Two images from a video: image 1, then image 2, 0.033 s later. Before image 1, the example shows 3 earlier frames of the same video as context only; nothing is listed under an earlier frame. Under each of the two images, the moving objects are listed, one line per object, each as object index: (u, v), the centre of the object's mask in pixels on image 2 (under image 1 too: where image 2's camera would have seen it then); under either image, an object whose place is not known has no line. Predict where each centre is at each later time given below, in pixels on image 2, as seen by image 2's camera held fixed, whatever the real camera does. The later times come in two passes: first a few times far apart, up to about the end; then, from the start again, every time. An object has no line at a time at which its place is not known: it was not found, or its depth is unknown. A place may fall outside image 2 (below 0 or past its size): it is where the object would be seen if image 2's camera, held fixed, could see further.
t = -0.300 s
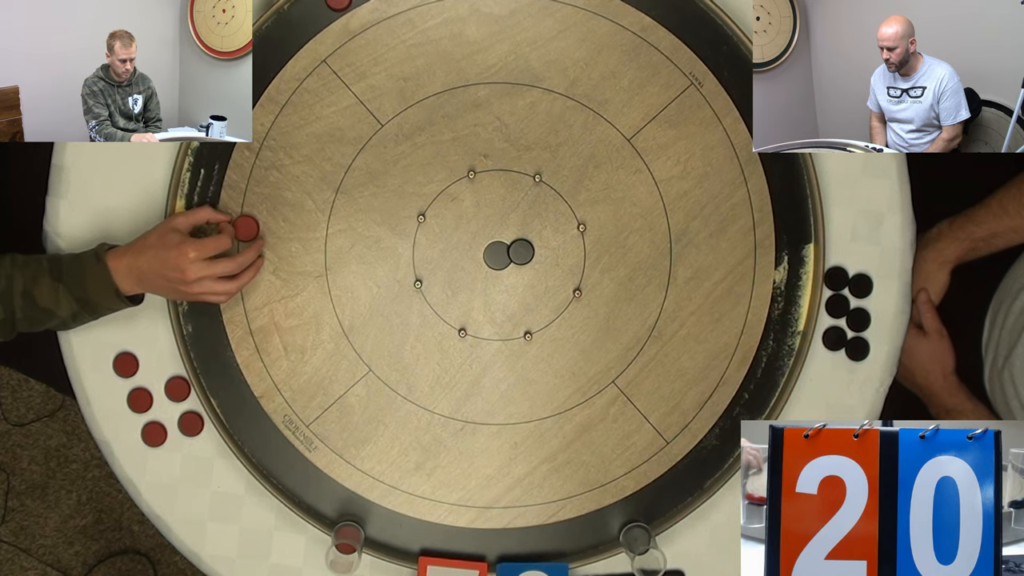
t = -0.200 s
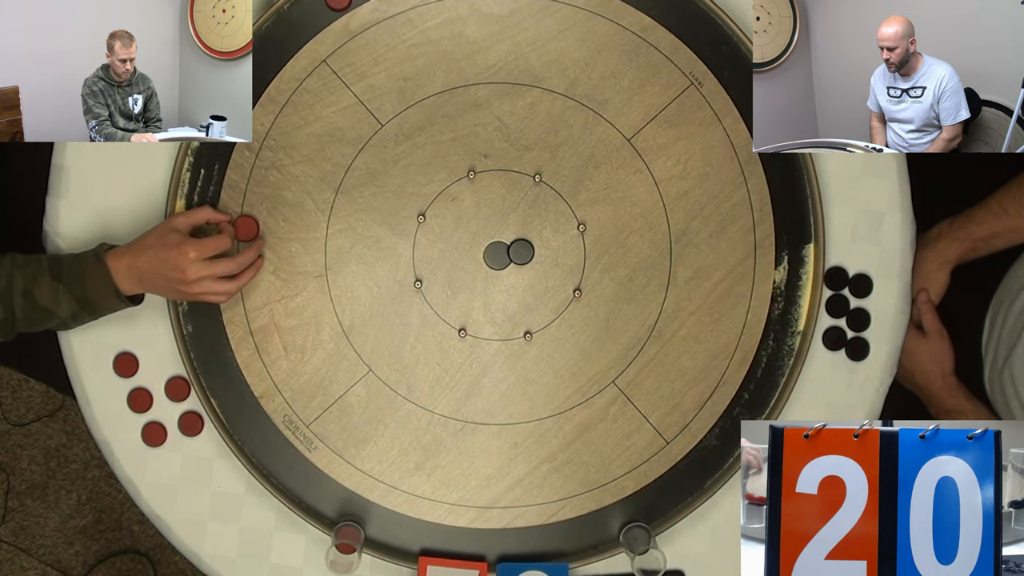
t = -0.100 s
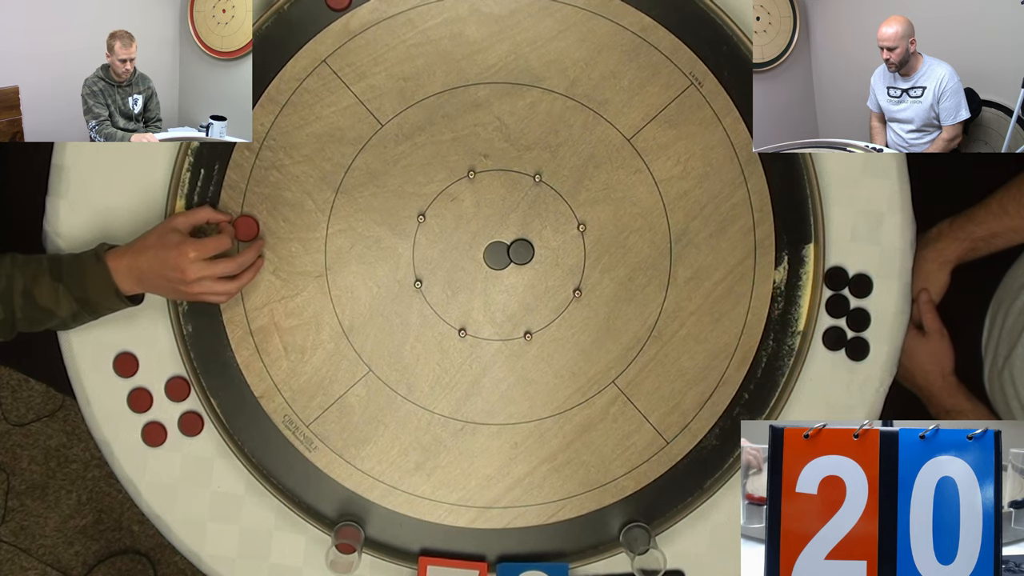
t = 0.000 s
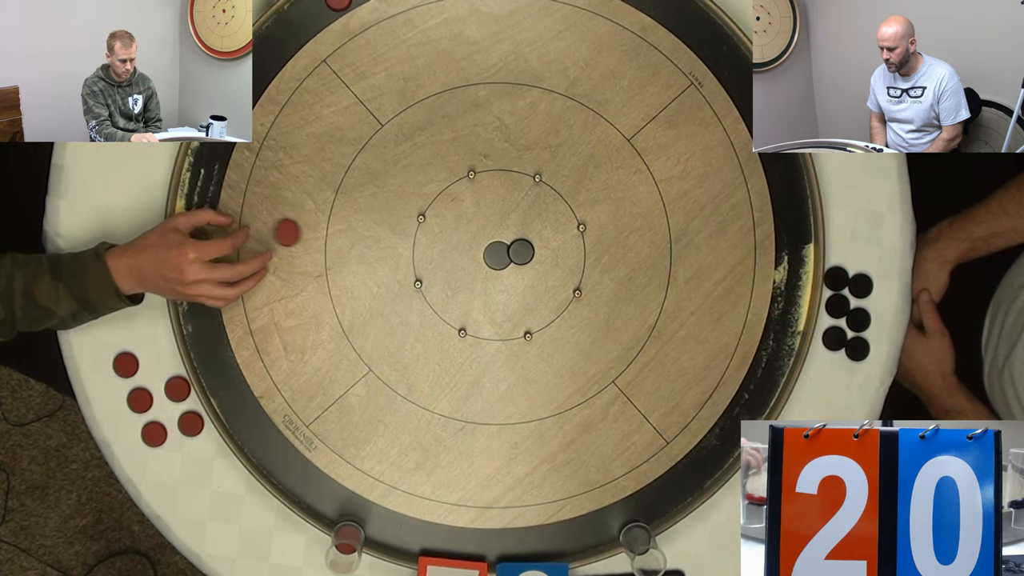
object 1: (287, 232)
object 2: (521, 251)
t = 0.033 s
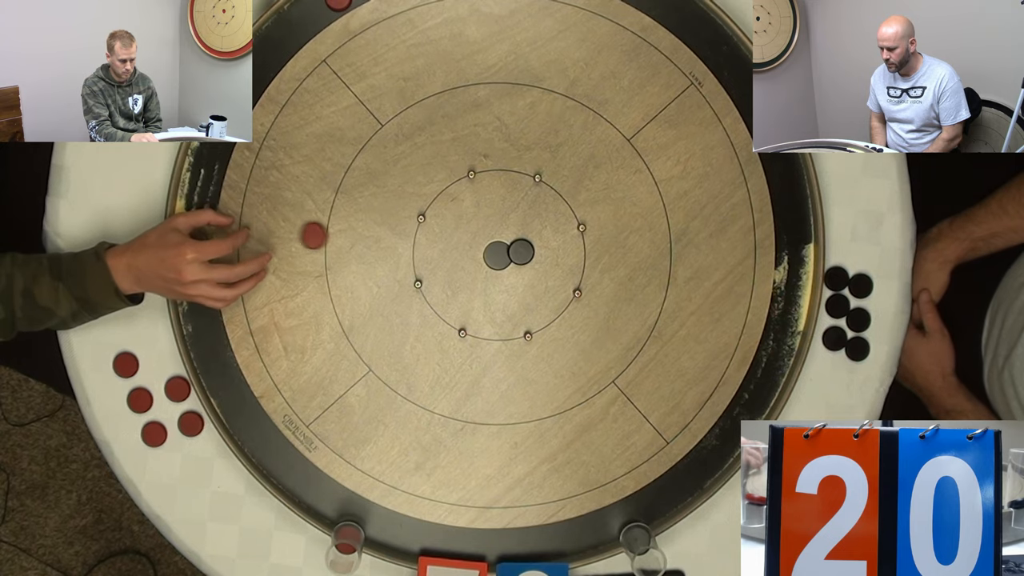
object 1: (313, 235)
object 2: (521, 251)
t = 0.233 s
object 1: (460, 251)
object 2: (521, 251)
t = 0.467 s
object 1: (498, 255)
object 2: (598, 248)
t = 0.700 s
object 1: (498, 255)
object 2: (648, 257)
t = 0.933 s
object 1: (498, 255)
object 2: (659, 258)
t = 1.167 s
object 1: (498, 255)
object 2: (659, 258)
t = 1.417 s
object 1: (498, 255)
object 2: (659, 258)
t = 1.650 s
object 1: (498, 255)
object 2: (659, 258)
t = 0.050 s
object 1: (327, 236)
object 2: (521, 251)
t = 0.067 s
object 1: (340, 238)
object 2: (521, 251)
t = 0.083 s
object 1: (353, 239)
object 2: (521, 251)
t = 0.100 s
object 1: (366, 241)
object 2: (521, 251)
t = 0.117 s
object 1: (378, 242)
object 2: (521, 251)
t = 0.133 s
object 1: (391, 244)
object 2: (521, 251)
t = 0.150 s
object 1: (403, 245)
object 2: (521, 251)
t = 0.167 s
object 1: (415, 246)
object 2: (521, 251)
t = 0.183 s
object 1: (427, 248)
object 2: (521, 251)
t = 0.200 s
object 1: (439, 248)
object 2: (521, 251)
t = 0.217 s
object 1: (450, 250)
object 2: (521, 251)
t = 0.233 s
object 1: (460, 251)
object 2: (521, 251)
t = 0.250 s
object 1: (471, 252)
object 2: (521, 251)
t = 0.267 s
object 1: (482, 253)
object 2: (521, 251)
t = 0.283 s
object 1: (492, 254)
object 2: (521, 251)
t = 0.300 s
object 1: (496, 255)
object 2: (527, 251)
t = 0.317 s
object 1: (498, 255)
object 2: (536, 250)
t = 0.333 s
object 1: (498, 255)
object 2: (544, 249)
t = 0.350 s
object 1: (498, 255)
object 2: (552, 248)
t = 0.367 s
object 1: (498, 255)
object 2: (560, 247)
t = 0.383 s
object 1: (498, 255)
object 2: (567, 246)
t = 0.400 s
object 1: (498, 255)
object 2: (575, 245)
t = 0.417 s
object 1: (498, 255)
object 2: (581, 245)
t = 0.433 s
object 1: (498, 255)
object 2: (587, 246)
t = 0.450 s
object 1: (498, 255)
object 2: (593, 247)
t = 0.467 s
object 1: (498, 255)
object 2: (598, 248)
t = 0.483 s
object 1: (498, 255)
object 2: (603, 249)
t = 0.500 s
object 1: (498, 255)
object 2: (608, 250)
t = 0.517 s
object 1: (498, 255)
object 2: (613, 250)
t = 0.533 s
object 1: (498, 255)
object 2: (617, 251)
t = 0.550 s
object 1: (498, 255)
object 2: (621, 252)
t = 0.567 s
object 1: (498, 255)
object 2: (625, 253)
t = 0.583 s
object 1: (498, 255)
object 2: (629, 253)
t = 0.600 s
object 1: (498, 255)
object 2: (632, 254)
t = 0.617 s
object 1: (498, 255)
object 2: (635, 254)
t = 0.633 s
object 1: (498, 255)
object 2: (639, 255)
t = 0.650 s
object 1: (498, 255)
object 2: (641, 255)
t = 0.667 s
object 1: (498, 255)
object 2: (644, 256)
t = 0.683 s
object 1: (498, 255)
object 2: (646, 256)
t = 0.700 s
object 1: (498, 255)
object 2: (648, 257)
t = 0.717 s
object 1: (498, 255)
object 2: (650, 257)
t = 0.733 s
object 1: (498, 255)
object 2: (652, 257)
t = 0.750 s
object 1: (498, 255)
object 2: (654, 257)
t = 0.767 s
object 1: (498, 255)
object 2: (655, 257)
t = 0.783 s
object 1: (498, 255)
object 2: (656, 258)
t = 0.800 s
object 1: (498, 255)
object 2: (657, 258)
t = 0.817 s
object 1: (498, 255)
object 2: (658, 258)
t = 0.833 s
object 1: (498, 255)
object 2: (658, 258)
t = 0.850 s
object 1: (498, 255)
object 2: (659, 258)
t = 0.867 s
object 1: (498, 255)
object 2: (659, 258)
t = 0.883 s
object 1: (498, 255)
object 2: (659, 258)
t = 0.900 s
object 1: (498, 255)
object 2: (659, 258)
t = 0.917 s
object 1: (498, 255)
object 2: (659, 258)
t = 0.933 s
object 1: (498, 255)
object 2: (659, 258)
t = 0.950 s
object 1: (498, 255)
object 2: (659, 258)
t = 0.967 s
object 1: (498, 255)
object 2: (659, 258)
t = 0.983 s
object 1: (498, 255)
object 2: (659, 258)
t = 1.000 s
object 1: (498, 255)
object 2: (659, 258)
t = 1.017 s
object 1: (498, 255)
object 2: (659, 258)
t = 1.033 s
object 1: (498, 255)
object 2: (659, 258)
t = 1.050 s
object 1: (498, 255)
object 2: (659, 258)
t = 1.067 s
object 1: (498, 255)
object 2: (659, 258)
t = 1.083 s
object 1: (498, 255)
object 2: (659, 258)
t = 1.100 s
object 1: (498, 255)
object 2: (659, 258)
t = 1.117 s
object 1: (498, 255)
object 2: (659, 258)
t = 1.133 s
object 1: (498, 255)
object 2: (659, 258)
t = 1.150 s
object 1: (498, 255)
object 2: (659, 258)
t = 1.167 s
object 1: (498, 255)
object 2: (659, 258)
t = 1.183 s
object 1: (498, 255)
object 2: (659, 258)
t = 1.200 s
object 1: (498, 255)
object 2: (659, 258)
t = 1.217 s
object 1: (498, 255)
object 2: (659, 258)
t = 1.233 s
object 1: (498, 255)
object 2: (659, 258)
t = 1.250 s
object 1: (498, 255)
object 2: (659, 258)
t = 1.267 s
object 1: (498, 255)
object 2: (659, 258)
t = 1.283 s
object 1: (498, 255)
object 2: (659, 258)
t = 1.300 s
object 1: (498, 255)
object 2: (659, 258)
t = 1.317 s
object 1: (498, 255)
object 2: (659, 258)
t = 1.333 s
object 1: (498, 255)
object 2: (659, 258)
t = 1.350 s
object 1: (498, 255)
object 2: (659, 258)
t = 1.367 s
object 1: (498, 255)
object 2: (659, 258)
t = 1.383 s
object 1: (498, 255)
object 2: (659, 258)
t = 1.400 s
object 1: (498, 255)
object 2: (659, 258)
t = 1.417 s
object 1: (498, 255)
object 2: (659, 258)
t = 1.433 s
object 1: (498, 255)
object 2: (659, 258)
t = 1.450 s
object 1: (498, 255)
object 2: (659, 258)
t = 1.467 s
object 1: (498, 255)
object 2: (659, 258)
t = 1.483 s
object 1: (498, 255)
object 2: (659, 258)
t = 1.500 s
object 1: (498, 255)
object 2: (659, 258)
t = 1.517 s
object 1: (498, 255)
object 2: (659, 258)
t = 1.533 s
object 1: (498, 255)
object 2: (659, 258)
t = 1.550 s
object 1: (498, 255)
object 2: (659, 258)
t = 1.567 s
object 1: (498, 255)
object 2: (659, 258)
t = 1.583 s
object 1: (498, 255)
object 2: (659, 258)
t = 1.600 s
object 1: (498, 255)
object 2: (659, 258)
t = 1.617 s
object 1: (498, 255)
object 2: (659, 258)
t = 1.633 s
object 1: (498, 255)
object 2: (659, 258)
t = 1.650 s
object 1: (498, 255)
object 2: (659, 258)
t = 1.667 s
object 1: (498, 255)
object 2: (659, 258)
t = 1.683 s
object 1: (498, 255)
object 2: (659, 258)
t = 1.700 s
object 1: (498, 255)
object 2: (659, 258)
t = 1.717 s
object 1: (498, 255)
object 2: (659, 258)
